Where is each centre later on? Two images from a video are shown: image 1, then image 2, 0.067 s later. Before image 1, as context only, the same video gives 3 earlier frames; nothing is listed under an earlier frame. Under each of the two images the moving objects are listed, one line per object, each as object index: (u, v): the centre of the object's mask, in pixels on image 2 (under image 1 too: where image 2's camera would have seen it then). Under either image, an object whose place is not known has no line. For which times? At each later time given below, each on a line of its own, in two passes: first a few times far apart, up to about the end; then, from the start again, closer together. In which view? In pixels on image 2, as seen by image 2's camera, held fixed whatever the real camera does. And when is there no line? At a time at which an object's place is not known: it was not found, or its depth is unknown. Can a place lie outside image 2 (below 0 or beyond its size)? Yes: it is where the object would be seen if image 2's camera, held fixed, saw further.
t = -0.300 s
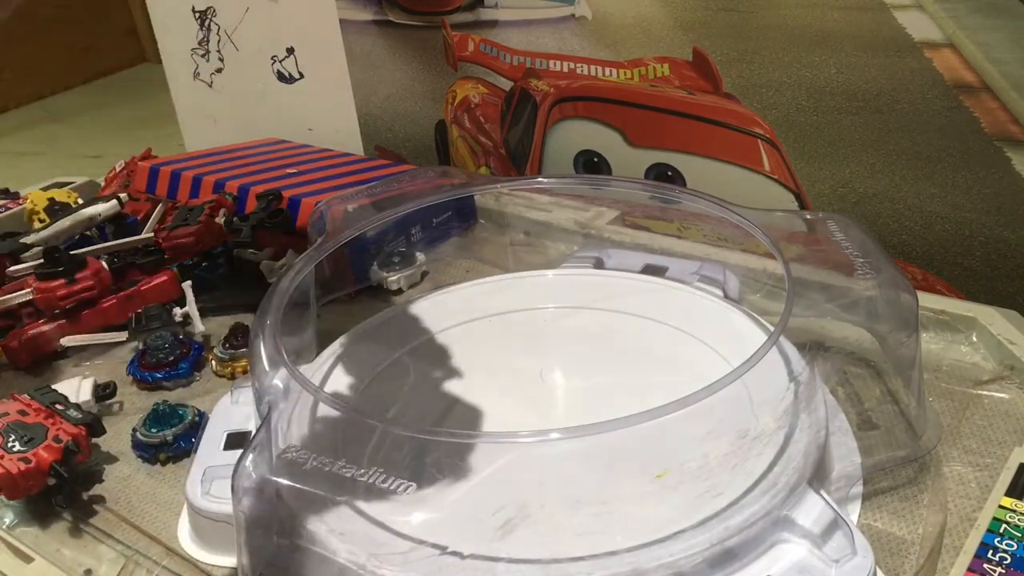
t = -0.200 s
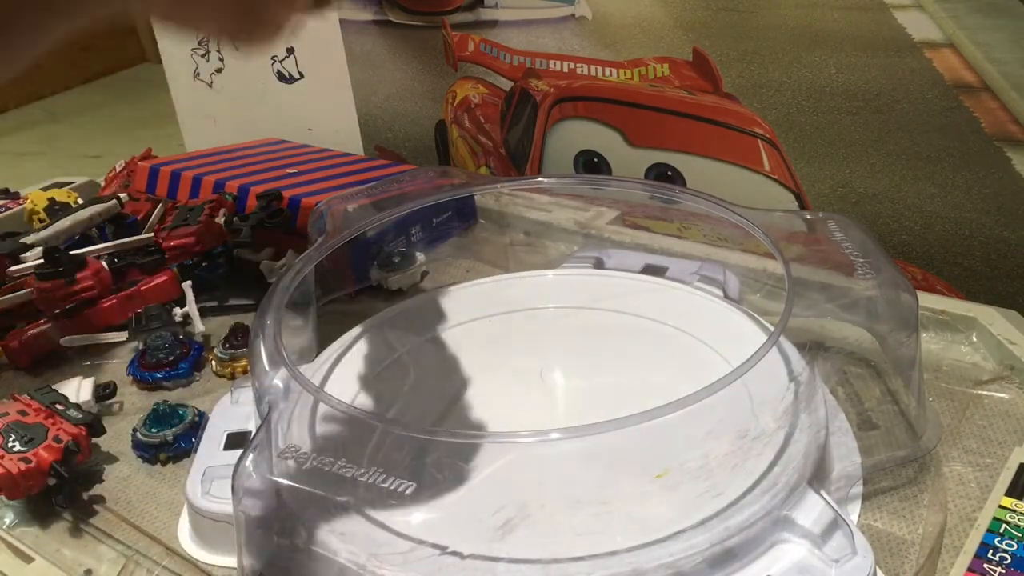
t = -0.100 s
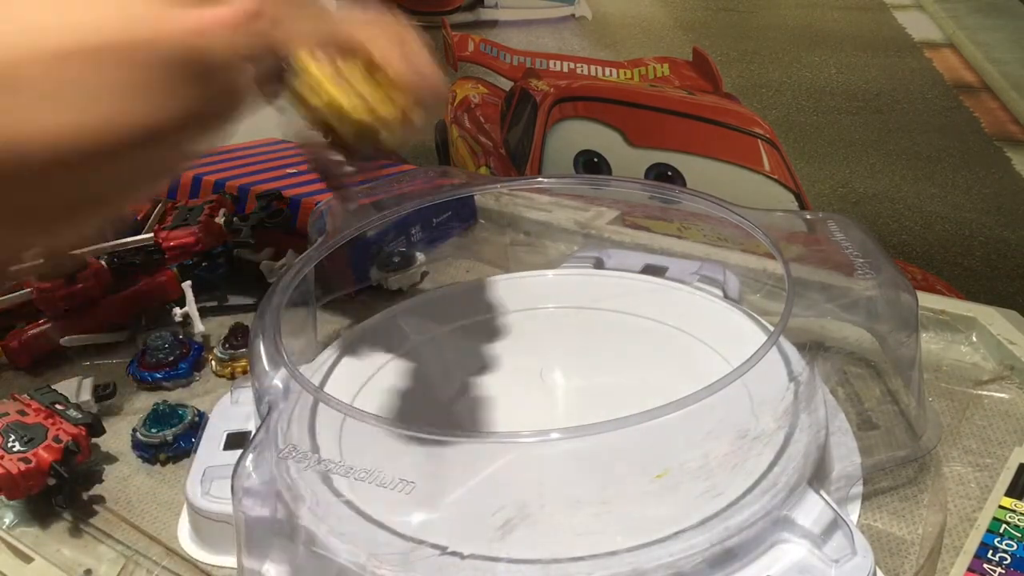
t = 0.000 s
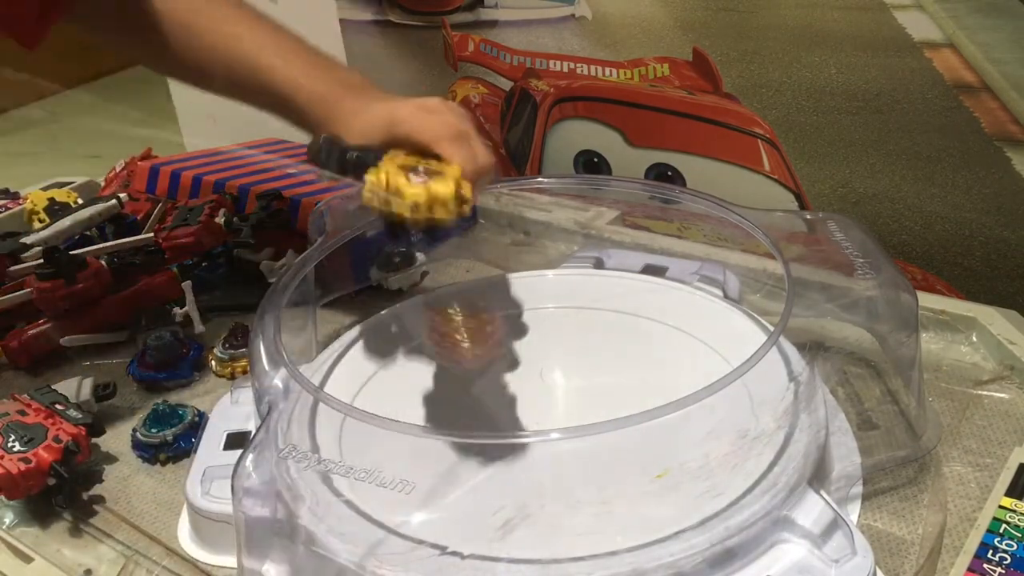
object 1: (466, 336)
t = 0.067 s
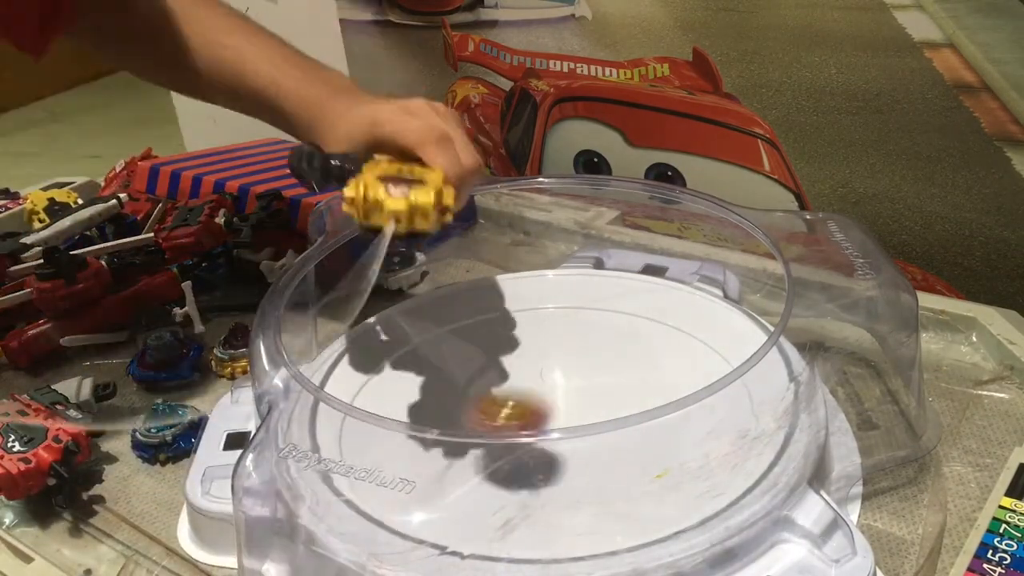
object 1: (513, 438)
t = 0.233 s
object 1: (640, 476)
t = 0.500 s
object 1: (582, 528)
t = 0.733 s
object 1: (515, 438)
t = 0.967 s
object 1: (724, 344)
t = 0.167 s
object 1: (584, 407)
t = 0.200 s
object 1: (619, 457)
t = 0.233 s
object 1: (640, 476)
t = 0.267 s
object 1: (647, 477)
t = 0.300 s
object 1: (653, 487)
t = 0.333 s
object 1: (651, 497)
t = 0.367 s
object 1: (644, 509)
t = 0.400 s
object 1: (636, 523)
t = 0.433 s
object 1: (624, 532)
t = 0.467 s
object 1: (601, 531)
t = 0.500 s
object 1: (582, 528)
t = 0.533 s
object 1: (566, 522)
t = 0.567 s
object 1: (549, 518)
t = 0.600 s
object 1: (530, 510)
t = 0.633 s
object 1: (513, 498)
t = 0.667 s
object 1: (504, 480)
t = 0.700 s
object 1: (505, 460)
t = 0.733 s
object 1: (515, 438)
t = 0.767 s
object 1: (534, 416)
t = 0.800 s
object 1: (560, 394)
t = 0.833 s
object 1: (592, 376)
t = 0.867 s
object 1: (626, 360)
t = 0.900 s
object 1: (662, 349)
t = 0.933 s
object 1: (700, 342)
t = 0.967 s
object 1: (724, 344)
